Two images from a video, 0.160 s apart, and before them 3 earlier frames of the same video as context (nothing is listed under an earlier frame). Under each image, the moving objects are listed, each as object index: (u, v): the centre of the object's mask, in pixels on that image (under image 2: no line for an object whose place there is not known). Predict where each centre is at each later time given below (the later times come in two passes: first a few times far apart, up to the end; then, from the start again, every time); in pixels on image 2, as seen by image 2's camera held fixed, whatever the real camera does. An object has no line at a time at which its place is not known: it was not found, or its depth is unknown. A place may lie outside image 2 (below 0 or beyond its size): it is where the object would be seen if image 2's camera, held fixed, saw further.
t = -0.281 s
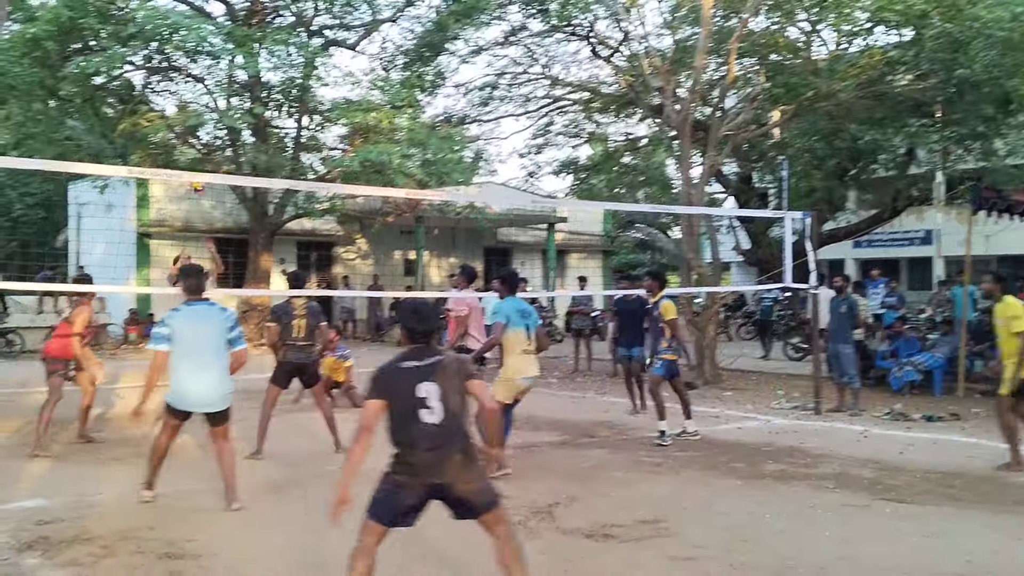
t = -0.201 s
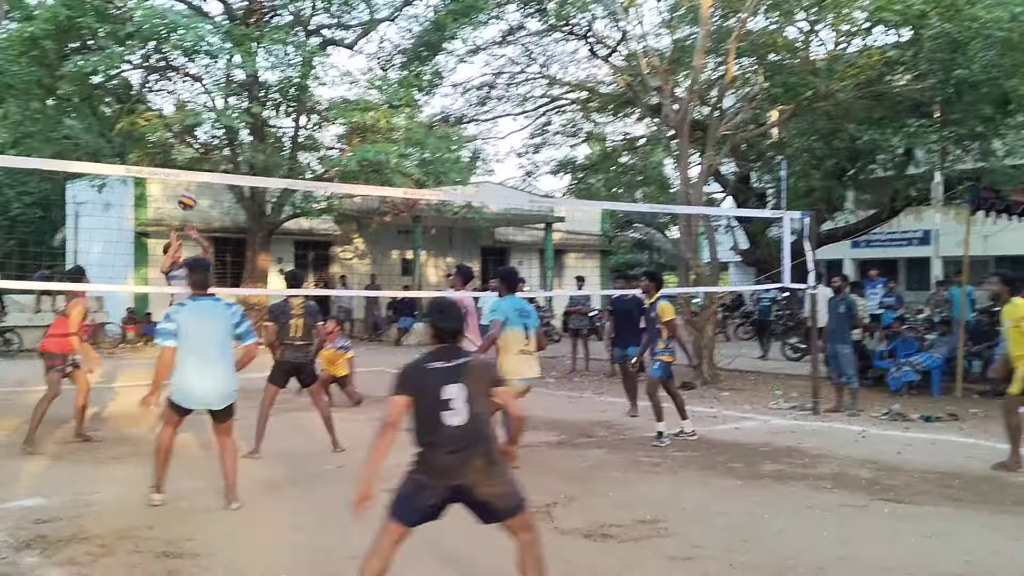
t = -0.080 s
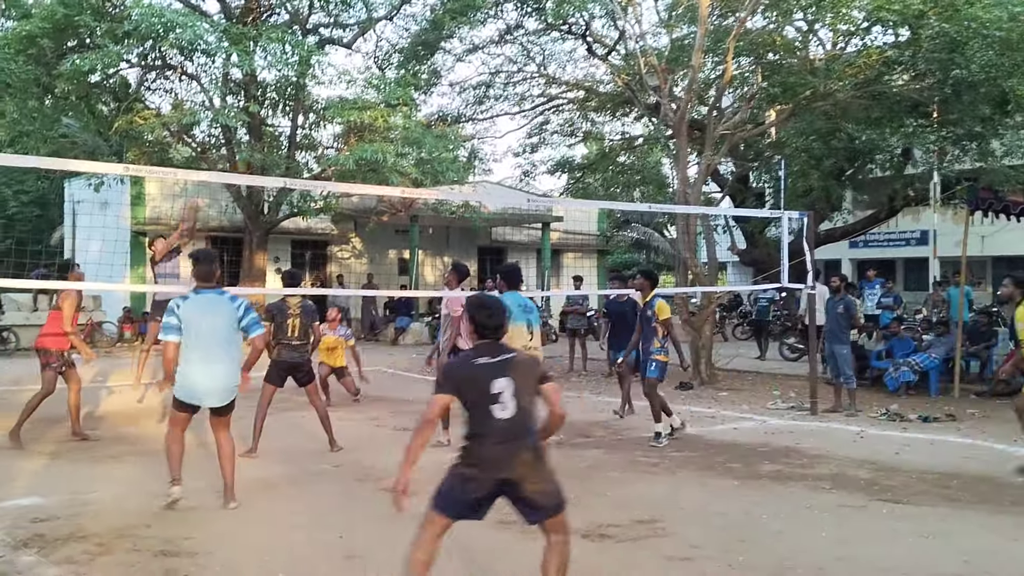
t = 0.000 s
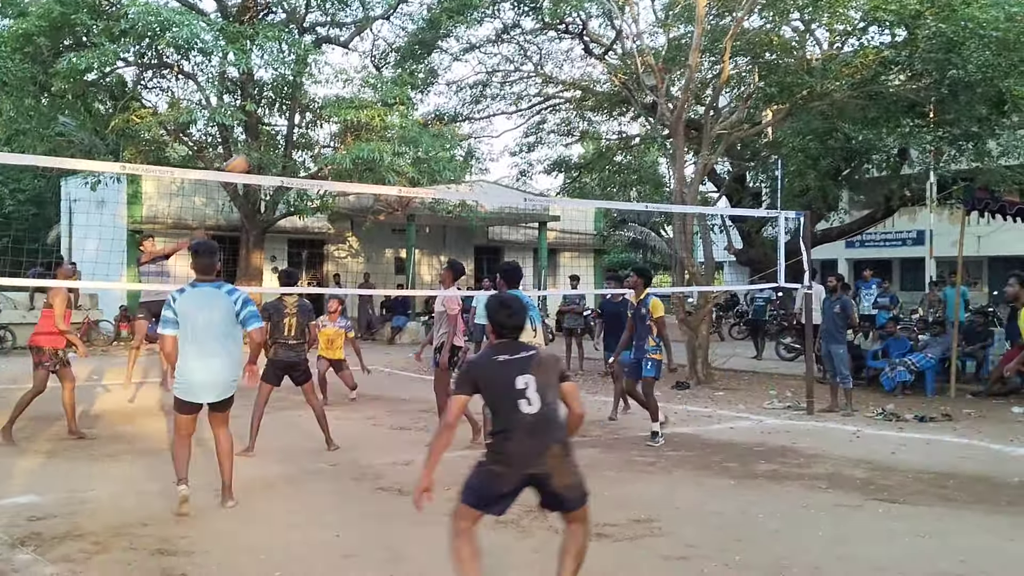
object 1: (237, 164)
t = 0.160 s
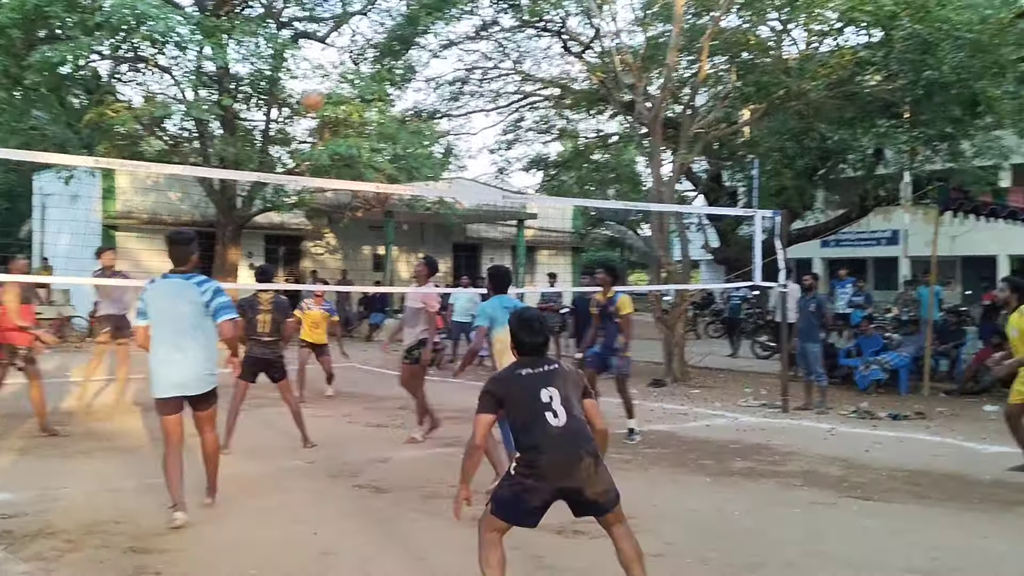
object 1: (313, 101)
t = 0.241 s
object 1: (367, 76)
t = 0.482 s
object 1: (538, 38)
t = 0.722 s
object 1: (733, 49)
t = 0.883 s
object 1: (878, 93)
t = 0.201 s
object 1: (339, 88)
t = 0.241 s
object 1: (367, 76)
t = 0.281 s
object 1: (394, 67)
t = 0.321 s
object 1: (422, 59)
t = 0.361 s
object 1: (450, 52)
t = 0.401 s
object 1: (479, 46)
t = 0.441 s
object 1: (508, 41)
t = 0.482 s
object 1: (538, 38)
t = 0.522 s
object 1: (569, 36)
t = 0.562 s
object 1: (600, 35)
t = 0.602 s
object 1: (632, 36)
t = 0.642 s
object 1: (666, 38)
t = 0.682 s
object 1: (698, 42)
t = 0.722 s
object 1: (733, 49)
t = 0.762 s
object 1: (768, 58)
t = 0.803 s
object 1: (804, 67)
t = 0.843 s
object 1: (840, 80)
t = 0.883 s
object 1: (878, 93)
